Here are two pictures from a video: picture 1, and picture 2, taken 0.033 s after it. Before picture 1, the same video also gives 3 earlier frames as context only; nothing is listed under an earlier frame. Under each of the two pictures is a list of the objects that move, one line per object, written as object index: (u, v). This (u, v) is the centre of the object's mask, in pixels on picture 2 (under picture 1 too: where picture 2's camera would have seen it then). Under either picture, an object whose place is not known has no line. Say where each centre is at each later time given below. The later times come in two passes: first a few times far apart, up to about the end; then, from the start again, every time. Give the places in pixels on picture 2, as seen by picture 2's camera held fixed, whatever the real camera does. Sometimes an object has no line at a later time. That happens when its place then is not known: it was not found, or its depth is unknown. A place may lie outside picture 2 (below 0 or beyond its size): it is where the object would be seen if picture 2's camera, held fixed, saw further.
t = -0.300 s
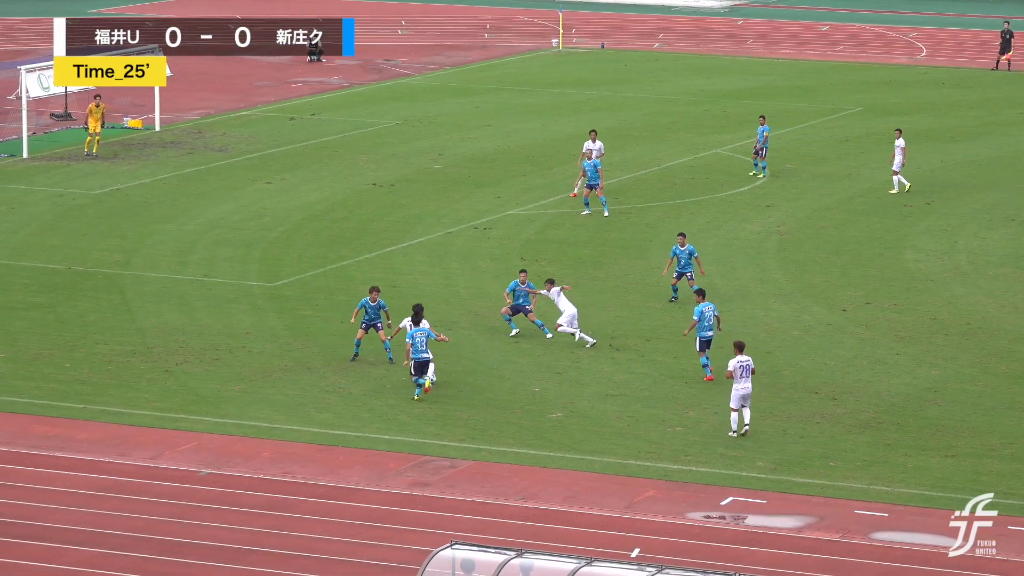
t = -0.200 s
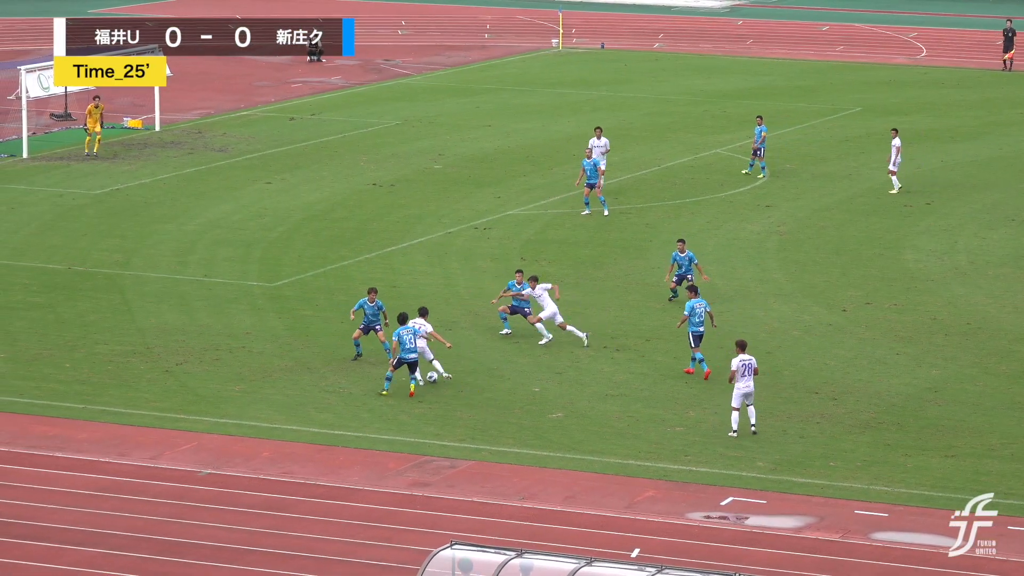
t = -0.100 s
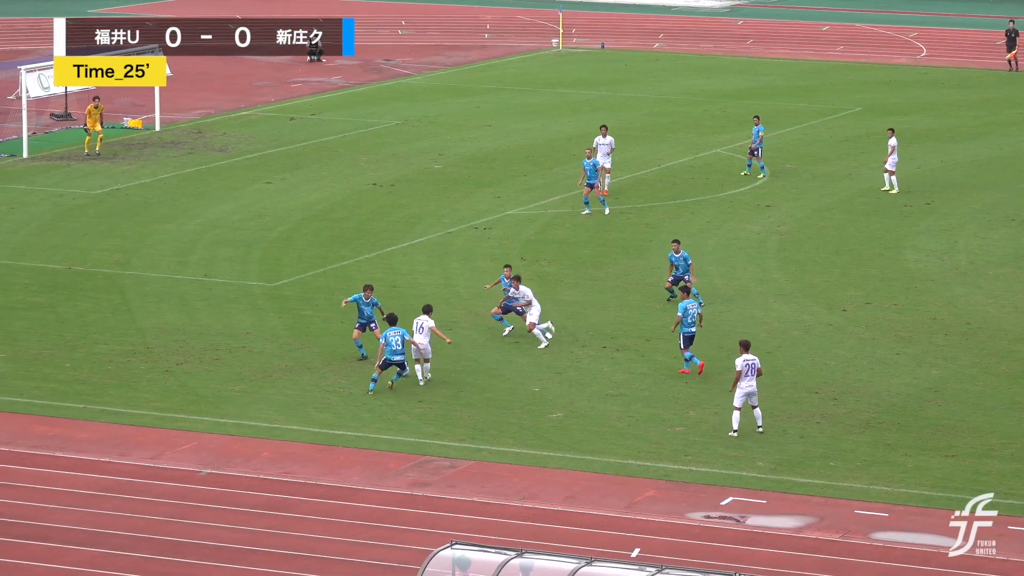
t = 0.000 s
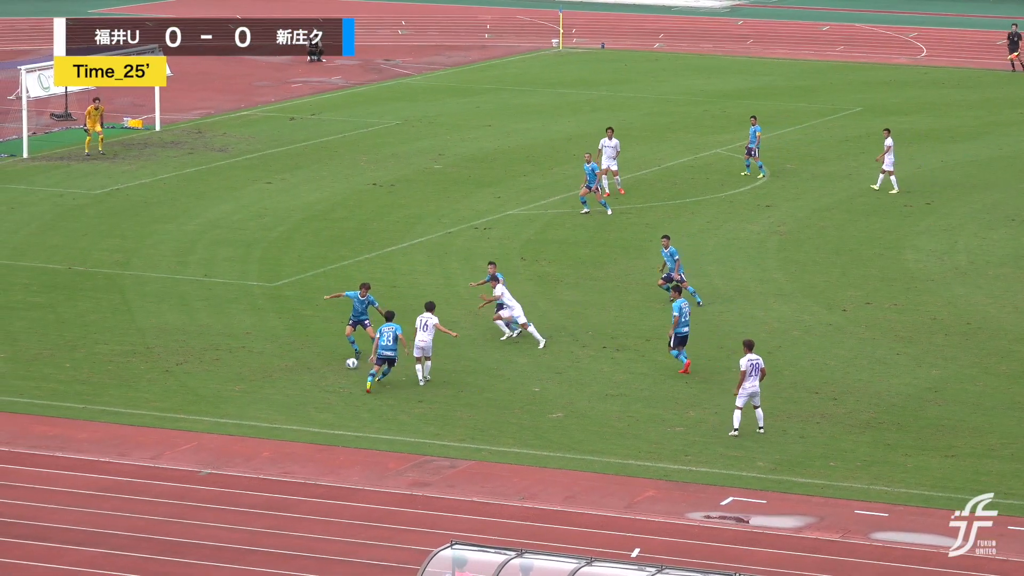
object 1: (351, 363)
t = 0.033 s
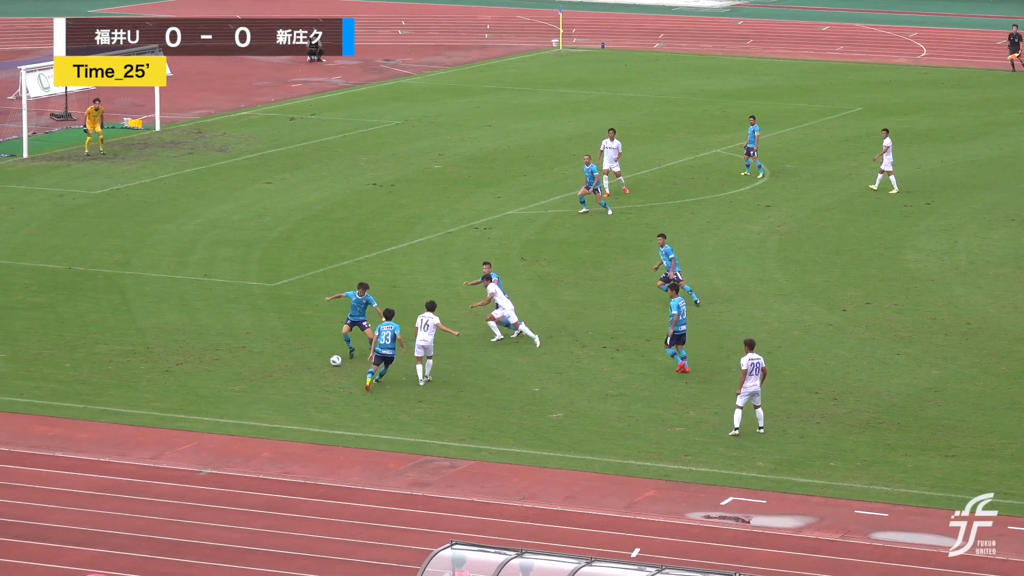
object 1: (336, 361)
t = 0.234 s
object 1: (248, 347)
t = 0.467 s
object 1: (164, 334)
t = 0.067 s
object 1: (320, 358)
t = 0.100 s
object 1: (305, 356)
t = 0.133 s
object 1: (290, 354)
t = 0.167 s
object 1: (276, 351)
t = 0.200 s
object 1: (261, 350)
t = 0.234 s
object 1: (248, 347)
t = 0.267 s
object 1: (235, 345)
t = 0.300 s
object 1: (222, 343)
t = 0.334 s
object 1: (210, 341)
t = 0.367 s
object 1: (198, 340)
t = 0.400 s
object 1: (187, 337)
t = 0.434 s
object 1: (175, 336)
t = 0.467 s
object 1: (164, 334)
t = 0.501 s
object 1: (154, 332)
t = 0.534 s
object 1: (144, 331)
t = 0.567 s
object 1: (133, 329)
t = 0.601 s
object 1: (124, 328)
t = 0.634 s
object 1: (114, 326)
